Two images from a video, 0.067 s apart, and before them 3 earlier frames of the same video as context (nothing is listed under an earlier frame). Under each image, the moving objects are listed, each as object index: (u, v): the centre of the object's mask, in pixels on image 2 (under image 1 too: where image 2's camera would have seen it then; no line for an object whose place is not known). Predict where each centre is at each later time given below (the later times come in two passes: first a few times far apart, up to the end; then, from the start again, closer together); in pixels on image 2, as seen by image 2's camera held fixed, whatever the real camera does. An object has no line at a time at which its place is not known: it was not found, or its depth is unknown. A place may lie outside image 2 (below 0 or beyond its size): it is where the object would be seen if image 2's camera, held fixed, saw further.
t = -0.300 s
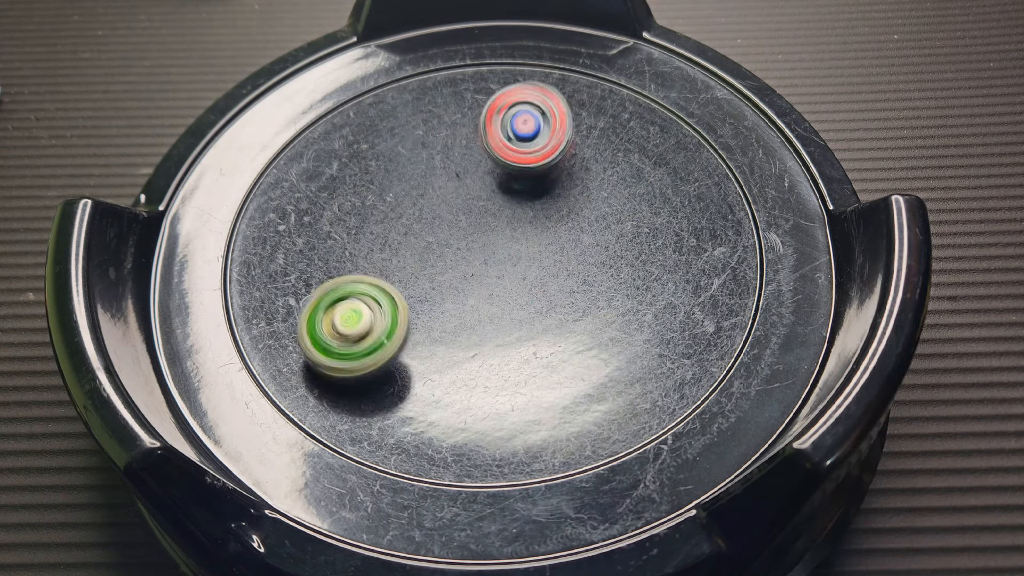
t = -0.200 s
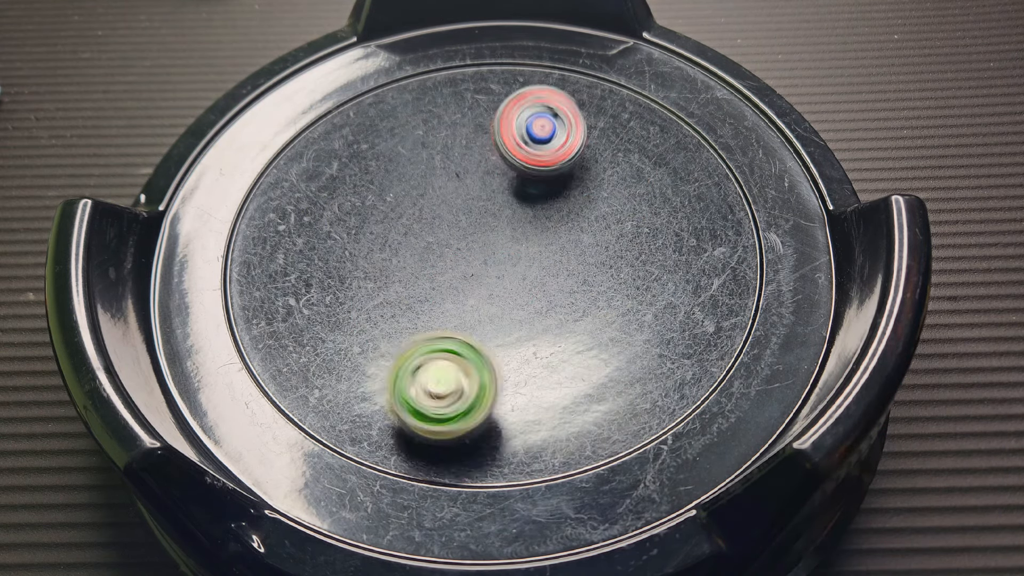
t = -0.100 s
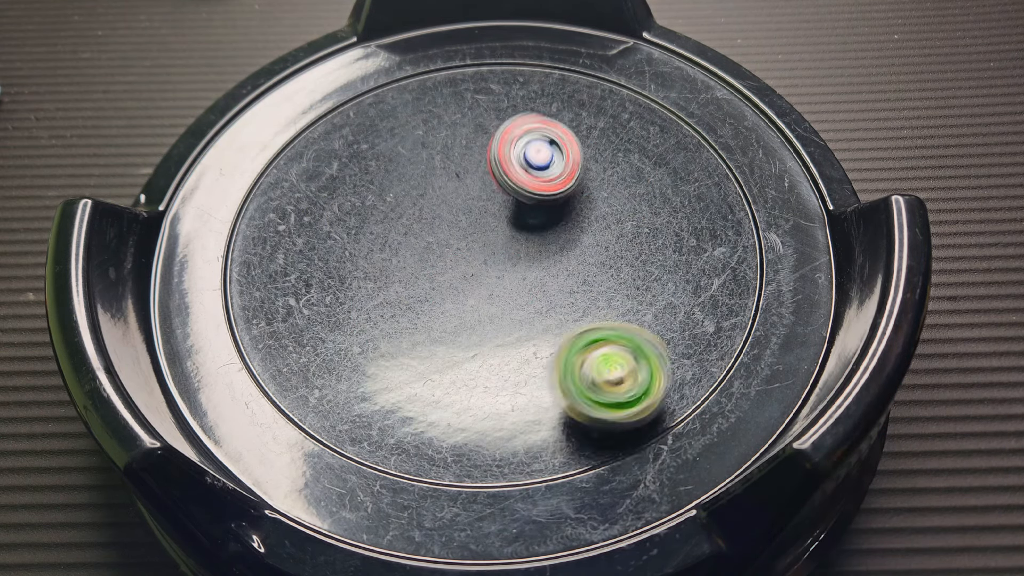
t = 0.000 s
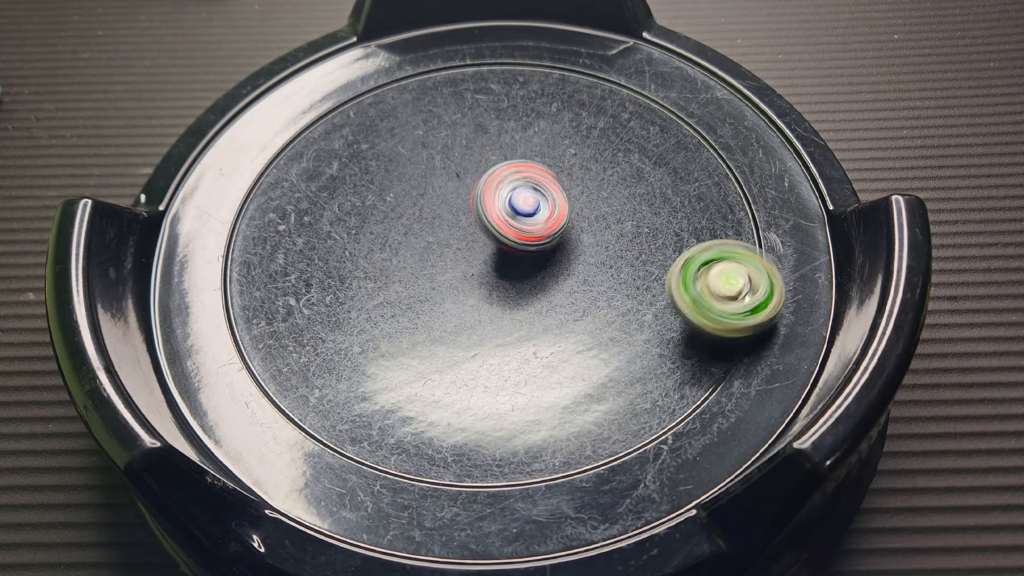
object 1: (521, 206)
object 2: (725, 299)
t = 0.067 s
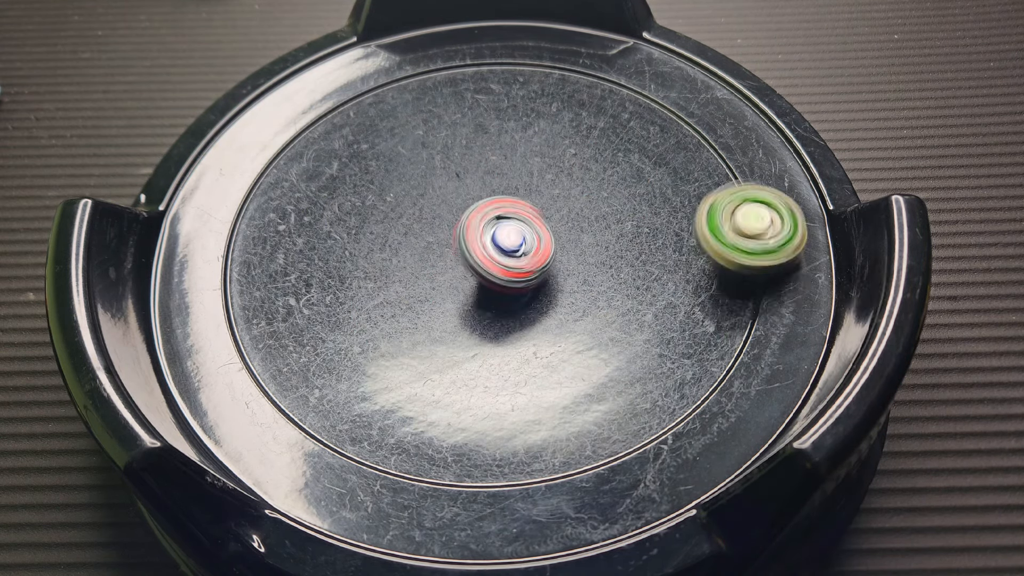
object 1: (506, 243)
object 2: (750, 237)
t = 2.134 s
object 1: (454, 291)
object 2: (552, 263)
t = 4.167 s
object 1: (541, 196)
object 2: (399, 244)
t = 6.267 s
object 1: (509, 221)
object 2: (639, 317)
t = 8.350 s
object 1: (514, 215)
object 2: (426, 286)
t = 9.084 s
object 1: (533, 245)
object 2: (435, 292)
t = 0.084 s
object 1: (500, 252)
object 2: (747, 225)
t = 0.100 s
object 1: (495, 261)
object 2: (743, 210)
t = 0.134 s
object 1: (484, 278)
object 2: (732, 187)
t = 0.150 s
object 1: (479, 285)
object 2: (725, 177)
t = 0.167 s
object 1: (474, 293)
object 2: (717, 167)
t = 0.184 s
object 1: (470, 301)
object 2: (708, 159)
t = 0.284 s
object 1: (451, 331)
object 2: (644, 127)
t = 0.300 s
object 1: (450, 334)
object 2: (631, 125)
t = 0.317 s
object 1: (450, 336)
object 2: (620, 123)
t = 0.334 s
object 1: (451, 337)
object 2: (606, 122)
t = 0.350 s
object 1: (451, 338)
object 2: (594, 122)
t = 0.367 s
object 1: (451, 337)
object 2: (580, 122)
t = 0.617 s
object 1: (480, 291)
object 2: (413, 190)
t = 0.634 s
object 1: (485, 287)
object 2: (406, 199)
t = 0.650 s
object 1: (489, 283)
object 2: (400, 207)
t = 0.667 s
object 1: (494, 279)
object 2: (395, 216)
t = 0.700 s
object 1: (505, 271)
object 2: (387, 232)
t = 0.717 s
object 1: (511, 267)
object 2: (385, 240)
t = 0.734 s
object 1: (516, 263)
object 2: (383, 247)
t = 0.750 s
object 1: (522, 258)
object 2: (383, 255)
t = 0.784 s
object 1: (532, 250)
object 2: (383, 268)
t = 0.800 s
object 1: (537, 245)
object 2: (383, 276)
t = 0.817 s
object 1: (542, 240)
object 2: (386, 281)
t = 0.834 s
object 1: (547, 235)
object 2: (388, 287)
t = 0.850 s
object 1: (551, 231)
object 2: (391, 293)
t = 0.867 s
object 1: (554, 227)
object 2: (394, 298)
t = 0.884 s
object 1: (557, 222)
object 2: (398, 303)
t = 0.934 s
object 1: (566, 209)
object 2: (408, 310)
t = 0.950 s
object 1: (568, 206)
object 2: (411, 312)
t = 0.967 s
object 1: (570, 203)
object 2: (414, 315)
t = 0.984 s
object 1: (570, 200)
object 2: (416, 316)
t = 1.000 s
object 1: (570, 198)
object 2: (419, 318)
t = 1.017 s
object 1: (570, 195)
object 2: (421, 320)
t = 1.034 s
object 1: (569, 194)
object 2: (423, 321)
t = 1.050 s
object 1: (568, 193)
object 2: (426, 327)
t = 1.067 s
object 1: (566, 192)
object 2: (428, 328)
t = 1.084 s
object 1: (564, 192)
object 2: (430, 326)
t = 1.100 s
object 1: (561, 191)
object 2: (431, 327)
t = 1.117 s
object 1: (558, 191)
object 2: (433, 328)
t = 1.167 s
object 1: (550, 192)
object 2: (439, 332)
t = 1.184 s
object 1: (546, 193)
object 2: (440, 332)
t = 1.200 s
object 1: (542, 191)
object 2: (442, 333)
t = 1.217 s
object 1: (538, 193)
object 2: (444, 333)
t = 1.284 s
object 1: (520, 195)
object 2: (453, 337)
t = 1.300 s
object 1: (515, 197)
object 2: (455, 338)
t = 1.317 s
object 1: (509, 197)
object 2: (457, 338)
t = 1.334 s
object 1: (503, 198)
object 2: (460, 338)
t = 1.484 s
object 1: (444, 210)
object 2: (482, 334)
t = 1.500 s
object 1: (437, 212)
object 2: (485, 334)
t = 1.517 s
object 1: (432, 214)
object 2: (487, 333)
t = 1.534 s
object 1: (426, 216)
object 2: (489, 332)
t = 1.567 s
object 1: (415, 221)
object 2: (493, 323)
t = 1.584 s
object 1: (409, 223)
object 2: (495, 321)
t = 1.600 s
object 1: (405, 226)
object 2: (497, 321)
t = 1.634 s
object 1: (398, 233)
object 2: (501, 318)
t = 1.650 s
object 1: (394, 236)
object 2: (503, 316)
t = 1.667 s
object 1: (391, 239)
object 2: (505, 315)
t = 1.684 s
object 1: (389, 242)
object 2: (506, 313)
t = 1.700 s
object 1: (388, 245)
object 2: (508, 319)
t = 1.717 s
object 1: (387, 249)
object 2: (510, 316)
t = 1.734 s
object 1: (387, 253)
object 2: (511, 315)
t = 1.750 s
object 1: (387, 256)
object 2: (513, 314)
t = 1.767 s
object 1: (387, 260)
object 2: (514, 312)
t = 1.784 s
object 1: (389, 263)
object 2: (516, 310)
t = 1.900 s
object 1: (409, 284)
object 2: (525, 298)
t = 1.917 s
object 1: (412, 286)
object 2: (526, 295)
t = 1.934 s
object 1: (417, 288)
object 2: (527, 292)
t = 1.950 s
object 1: (420, 291)
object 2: (530, 290)
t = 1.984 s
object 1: (421, 294)
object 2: (540, 286)
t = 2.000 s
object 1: (422, 295)
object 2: (542, 283)
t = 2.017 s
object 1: (424, 296)
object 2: (544, 281)
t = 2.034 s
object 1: (427, 296)
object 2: (545, 278)
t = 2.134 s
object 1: (454, 291)
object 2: (552, 263)
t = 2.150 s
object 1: (460, 291)
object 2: (554, 260)
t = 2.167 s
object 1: (462, 291)
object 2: (556, 256)
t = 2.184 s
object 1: (454, 293)
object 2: (570, 247)
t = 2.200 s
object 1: (448, 295)
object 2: (581, 239)
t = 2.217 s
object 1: (443, 297)
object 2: (591, 232)
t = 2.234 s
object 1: (439, 298)
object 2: (598, 224)
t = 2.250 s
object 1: (436, 299)
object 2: (604, 215)
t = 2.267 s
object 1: (435, 299)
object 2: (608, 207)
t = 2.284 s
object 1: (435, 299)
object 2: (610, 198)
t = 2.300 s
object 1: (435, 299)
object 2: (611, 190)
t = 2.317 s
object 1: (435, 298)
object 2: (611, 182)
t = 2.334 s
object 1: (436, 297)
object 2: (609, 175)
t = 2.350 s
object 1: (437, 296)
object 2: (606, 169)
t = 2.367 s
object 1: (438, 294)
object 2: (602, 164)
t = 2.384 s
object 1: (438, 292)
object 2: (598, 160)
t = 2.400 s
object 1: (439, 290)
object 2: (594, 157)
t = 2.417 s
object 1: (441, 287)
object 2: (590, 155)
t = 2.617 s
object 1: (458, 235)
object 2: (559, 151)
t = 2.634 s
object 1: (459, 230)
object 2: (557, 151)
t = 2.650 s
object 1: (459, 225)
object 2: (555, 152)
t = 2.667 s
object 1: (460, 221)
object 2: (553, 152)
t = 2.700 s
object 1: (461, 214)
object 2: (549, 154)
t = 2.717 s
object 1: (462, 211)
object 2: (547, 155)
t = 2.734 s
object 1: (462, 209)
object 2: (544, 155)
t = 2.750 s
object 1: (462, 207)
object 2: (542, 157)
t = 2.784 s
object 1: (462, 205)
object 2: (538, 158)
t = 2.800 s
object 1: (461, 204)
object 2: (536, 159)
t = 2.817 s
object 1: (461, 204)
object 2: (534, 159)
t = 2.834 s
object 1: (461, 205)
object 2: (533, 160)
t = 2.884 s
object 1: (460, 210)
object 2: (528, 162)
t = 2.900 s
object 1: (458, 214)
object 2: (527, 162)
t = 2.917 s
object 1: (455, 217)
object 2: (525, 164)
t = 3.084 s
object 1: (438, 238)
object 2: (504, 178)
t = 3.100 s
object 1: (437, 240)
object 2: (502, 179)
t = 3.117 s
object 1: (436, 241)
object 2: (500, 181)
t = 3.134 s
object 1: (436, 243)
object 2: (498, 182)
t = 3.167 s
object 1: (437, 245)
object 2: (493, 186)
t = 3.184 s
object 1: (437, 247)
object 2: (491, 187)
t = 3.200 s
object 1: (435, 248)
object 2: (491, 188)
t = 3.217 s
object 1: (433, 251)
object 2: (491, 189)
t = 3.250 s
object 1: (433, 253)
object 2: (490, 192)
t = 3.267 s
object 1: (434, 253)
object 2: (489, 193)
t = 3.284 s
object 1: (435, 254)
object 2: (487, 194)
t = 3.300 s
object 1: (434, 258)
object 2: (487, 194)
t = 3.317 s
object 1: (432, 262)
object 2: (488, 193)
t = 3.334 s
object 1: (431, 266)
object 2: (487, 192)
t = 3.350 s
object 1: (431, 269)
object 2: (487, 194)
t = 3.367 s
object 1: (432, 272)
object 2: (486, 194)
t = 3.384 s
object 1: (433, 273)
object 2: (485, 195)
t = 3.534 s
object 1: (466, 277)
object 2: (470, 200)
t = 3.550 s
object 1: (471, 276)
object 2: (468, 200)
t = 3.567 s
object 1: (476, 275)
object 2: (466, 202)
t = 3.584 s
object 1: (482, 276)
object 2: (464, 203)
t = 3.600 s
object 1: (488, 278)
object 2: (461, 203)
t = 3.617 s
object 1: (493, 281)
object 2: (459, 204)
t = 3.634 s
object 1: (500, 281)
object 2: (457, 205)
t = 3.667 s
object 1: (510, 281)
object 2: (454, 208)
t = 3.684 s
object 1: (514, 280)
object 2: (453, 210)
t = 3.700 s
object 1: (518, 278)
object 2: (451, 211)
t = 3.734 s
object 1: (525, 274)
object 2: (448, 213)
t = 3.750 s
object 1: (528, 271)
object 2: (446, 214)
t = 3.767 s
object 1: (530, 269)
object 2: (444, 215)
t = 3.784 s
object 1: (533, 265)
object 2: (443, 216)
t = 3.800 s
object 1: (536, 262)
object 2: (442, 217)
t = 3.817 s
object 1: (538, 259)
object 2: (441, 219)
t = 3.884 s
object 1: (543, 245)
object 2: (436, 224)
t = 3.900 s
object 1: (544, 241)
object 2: (436, 225)
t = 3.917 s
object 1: (545, 238)
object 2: (434, 226)
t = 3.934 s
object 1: (545, 234)
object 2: (434, 227)
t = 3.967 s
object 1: (543, 228)
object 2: (432, 229)
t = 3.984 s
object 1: (543, 224)
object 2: (431, 231)
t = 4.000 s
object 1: (542, 221)
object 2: (431, 232)
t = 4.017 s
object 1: (540, 218)
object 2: (430, 233)
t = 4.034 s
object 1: (538, 215)
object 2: (430, 234)
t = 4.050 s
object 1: (536, 212)
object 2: (430, 235)
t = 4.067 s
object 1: (534, 210)
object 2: (429, 236)
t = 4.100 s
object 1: (528, 206)
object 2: (428, 239)
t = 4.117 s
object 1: (525, 205)
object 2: (428, 240)
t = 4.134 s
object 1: (528, 202)
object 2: (420, 241)
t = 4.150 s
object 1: (535, 198)
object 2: (408, 242)
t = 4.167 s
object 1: (541, 196)
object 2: (399, 244)
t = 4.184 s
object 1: (546, 195)
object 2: (391, 245)
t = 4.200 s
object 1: (550, 195)
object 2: (387, 247)
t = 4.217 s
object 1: (552, 196)
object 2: (384, 248)
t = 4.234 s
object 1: (554, 196)
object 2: (384, 250)
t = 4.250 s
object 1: (554, 197)
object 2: (383, 251)
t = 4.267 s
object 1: (555, 198)
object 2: (382, 253)
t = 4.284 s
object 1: (555, 199)
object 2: (382, 254)
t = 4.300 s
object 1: (555, 202)
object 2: (381, 255)
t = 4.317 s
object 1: (554, 203)
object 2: (381, 257)
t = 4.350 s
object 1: (552, 207)
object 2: (381, 259)
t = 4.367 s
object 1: (551, 209)
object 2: (381, 261)
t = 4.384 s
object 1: (548, 212)
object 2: (381, 262)
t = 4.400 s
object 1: (545, 214)
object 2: (381, 263)
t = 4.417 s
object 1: (542, 217)
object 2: (382, 264)
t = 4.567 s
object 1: (503, 255)
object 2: (391, 273)
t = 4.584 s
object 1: (499, 260)
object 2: (393, 275)
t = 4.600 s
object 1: (495, 263)
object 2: (394, 275)
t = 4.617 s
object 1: (500, 268)
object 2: (387, 274)
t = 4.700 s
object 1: (570, 291)
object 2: (321, 257)
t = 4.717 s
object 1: (579, 295)
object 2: (316, 256)
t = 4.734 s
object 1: (587, 298)
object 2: (314, 256)
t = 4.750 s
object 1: (592, 302)
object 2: (312, 256)
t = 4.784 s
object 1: (601, 310)
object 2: (309, 256)
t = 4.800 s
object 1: (604, 315)
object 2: (309, 256)
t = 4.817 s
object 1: (608, 319)
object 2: (309, 257)
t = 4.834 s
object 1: (610, 322)
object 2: (309, 257)
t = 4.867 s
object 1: (614, 327)
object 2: (310, 257)
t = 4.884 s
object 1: (615, 328)
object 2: (311, 257)
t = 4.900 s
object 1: (615, 328)
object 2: (312, 257)
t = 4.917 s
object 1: (615, 328)
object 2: (314, 258)
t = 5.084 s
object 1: (568, 304)
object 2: (338, 260)
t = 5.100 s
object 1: (562, 300)
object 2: (341, 260)
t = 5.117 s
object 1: (556, 297)
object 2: (344, 260)
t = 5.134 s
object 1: (551, 292)
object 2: (347, 260)
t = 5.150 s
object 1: (545, 287)
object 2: (349, 260)
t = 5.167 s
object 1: (541, 282)
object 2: (353, 261)
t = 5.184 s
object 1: (537, 276)
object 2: (357, 261)
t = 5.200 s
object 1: (534, 269)
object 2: (361, 262)
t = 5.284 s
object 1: (521, 236)
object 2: (395, 264)
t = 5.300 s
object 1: (518, 229)
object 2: (406, 263)
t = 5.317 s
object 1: (516, 223)
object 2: (418, 262)
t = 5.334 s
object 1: (516, 215)
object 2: (425, 263)
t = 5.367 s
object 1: (520, 200)
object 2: (436, 264)
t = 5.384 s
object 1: (520, 193)
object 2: (443, 264)
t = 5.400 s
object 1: (520, 188)
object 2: (450, 264)
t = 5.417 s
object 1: (518, 182)
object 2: (458, 262)
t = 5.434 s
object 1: (518, 179)
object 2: (465, 261)
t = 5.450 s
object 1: (515, 174)
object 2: (472, 260)
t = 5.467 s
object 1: (515, 168)
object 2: (474, 264)
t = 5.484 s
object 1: (518, 163)
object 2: (477, 267)
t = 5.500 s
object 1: (519, 157)
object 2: (480, 269)
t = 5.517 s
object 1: (520, 154)
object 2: (484, 271)
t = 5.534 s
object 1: (521, 151)
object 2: (488, 272)
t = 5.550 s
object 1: (521, 151)
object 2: (491, 272)
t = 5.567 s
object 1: (522, 151)
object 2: (494, 272)
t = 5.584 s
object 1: (521, 152)
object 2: (498, 273)
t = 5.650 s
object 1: (519, 160)
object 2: (510, 274)
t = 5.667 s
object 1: (518, 163)
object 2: (513, 274)
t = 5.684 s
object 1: (518, 168)
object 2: (515, 274)
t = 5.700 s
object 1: (515, 171)
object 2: (518, 272)
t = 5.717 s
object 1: (513, 175)
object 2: (521, 275)
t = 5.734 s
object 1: (510, 178)
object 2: (522, 273)
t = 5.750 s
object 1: (506, 181)
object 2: (525, 276)
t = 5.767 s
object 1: (498, 174)
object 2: (532, 288)
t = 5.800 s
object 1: (484, 161)
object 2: (547, 312)
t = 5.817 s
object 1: (478, 154)
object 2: (556, 323)
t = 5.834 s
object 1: (471, 150)
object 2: (564, 331)
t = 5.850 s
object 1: (465, 148)
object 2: (573, 337)
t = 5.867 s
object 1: (459, 147)
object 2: (583, 342)
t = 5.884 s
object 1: (455, 149)
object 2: (593, 345)
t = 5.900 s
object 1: (452, 150)
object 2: (604, 342)
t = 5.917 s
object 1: (448, 150)
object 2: (613, 347)
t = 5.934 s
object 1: (446, 152)
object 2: (622, 348)
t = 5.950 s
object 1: (446, 155)
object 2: (630, 347)
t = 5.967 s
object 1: (446, 159)
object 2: (637, 341)
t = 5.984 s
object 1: (447, 162)
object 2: (644, 339)
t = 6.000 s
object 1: (447, 165)
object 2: (648, 344)
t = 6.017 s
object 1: (448, 168)
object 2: (651, 342)
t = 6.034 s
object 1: (450, 170)
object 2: (652, 340)
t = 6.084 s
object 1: (458, 179)
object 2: (654, 336)
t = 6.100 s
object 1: (461, 183)
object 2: (654, 335)
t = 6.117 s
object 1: (464, 186)
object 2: (654, 334)
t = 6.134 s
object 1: (467, 190)
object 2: (653, 332)
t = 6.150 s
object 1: (471, 194)
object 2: (653, 331)
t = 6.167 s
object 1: (476, 198)
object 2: (651, 330)
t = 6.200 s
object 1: (485, 206)
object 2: (648, 329)
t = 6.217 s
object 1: (491, 210)
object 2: (646, 327)
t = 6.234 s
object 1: (497, 214)
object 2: (643, 325)
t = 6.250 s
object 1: (503, 218)
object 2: (641, 314)
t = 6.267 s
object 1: (509, 221)
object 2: (639, 317)
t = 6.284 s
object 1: (516, 225)
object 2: (637, 321)
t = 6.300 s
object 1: (521, 228)
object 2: (634, 314)
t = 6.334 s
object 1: (531, 234)
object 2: (630, 316)
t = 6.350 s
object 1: (536, 236)
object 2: (627, 303)
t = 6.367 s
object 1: (540, 238)
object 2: (625, 314)
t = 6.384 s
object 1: (545, 240)
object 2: (623, 311)
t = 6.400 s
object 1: (549, 240)
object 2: (623, 310)
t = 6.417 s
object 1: (548, 238)
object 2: (623, 310)
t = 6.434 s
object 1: (548, 237)
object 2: (622, 299)
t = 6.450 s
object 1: (547, 235)
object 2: (620, 298)
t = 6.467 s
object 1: (544, 234)
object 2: (617, 307)
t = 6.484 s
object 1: (542, 234)
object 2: (614, 294)
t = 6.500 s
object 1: (539, 234)
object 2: (612, 303)
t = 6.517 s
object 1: (535, 233)
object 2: (608, 300)
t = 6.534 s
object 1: (531, 232)
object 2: (605, 287)
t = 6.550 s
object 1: (528, 231)
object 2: (602, 294)
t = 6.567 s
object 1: (518, 226)
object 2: (605, 286)
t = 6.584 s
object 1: (504, 217)
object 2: (615, 288)
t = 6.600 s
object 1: (490, 209)
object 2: (621, 294)
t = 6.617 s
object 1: (478, 203)
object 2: (626, 295)
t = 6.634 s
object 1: (468, 197)
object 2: (628, 298)
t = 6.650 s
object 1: (458, 191)
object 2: (628, 299)
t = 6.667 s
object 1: (450, 186)
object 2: (628, 300)
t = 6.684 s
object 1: (443, 182)
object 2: (626, 301)
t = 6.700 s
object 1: (437, 176)
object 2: (624, 298)
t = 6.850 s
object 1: (397, 146)
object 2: (616, 289)
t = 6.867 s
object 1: (394, 145)
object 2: (615, 288)
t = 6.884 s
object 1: (391, 145)
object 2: (614, 285)
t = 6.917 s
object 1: (385, 146)
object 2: (612, 284)
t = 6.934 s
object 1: (384, 147)
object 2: (611, 281)
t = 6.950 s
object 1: (382, 150)
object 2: (609, 281)
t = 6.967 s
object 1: (382, 153)
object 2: (608, 279)
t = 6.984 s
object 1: (381, 156)
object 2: (606, 277)
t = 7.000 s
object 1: (381, 158)
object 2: (603, 274)
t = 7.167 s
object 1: (396, 205)
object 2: (543, 239)
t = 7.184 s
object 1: (402, 212)
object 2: (534, 233)
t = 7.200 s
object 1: (408, 218)
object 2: (525, 228)
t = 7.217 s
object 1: (412, 223)
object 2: (515, 234)
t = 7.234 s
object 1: (410, 229)
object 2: (513, 224)
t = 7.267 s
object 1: (402, 239)
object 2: (515, 219)
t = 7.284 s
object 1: (399, 247)
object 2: (514, 215)
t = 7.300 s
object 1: (397, 252)
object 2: (511, 212)
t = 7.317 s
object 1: (399, 259)
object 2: (508, 208)
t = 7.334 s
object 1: (404, 263)
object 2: (504, 206)
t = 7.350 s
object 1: (409, 267)
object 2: (501, 204)
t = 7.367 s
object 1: (416, 272)
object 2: (498, 203)
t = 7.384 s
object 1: (425, 275)
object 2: (496, 202)
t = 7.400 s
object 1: (432, 278)
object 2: (493, 201)
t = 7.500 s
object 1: (472, 281)
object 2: (483, 195)
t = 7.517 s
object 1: (480, 281)
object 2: (482, 195)
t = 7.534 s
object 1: (487, 278)
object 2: (481, 195)
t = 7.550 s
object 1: (494, 276)
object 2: (481, 195)
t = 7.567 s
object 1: (501, 274)
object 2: (480, 194)
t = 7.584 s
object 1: (508, 271)
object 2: (478, 193)
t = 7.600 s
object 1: (514, 268)
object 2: (477, 194)
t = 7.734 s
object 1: (554, 234)
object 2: (473, 194)
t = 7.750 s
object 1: (559, 229)
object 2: (473, 194)
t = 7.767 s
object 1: (561, 225)
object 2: (472, 195)
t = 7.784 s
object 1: (563, 220)
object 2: (472, 195)
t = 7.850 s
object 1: (569, 204)
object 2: (470, 197)
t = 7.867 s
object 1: (571, 200)
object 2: (469, 197)
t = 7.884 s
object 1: (571, 195)
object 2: (468, 198)
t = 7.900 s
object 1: (571, 192)
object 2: (468, 198)
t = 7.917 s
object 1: (571, 189)
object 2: (468, 199)
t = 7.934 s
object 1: (570, 183)
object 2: (468, 199)
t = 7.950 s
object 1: (569, 182)
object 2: (467, 200)
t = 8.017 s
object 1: (559, 171)
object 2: (463, 205)
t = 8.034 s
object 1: (560, 168)
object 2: (456, 207)
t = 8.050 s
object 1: (561, 168)
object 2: (452, 209)
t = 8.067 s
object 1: (559, 167)
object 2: (448, 213)
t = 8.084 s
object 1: (556, 166)
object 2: (445, 216)
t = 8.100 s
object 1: (554, 166)
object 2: (442, 220)
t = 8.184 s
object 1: (537, 175)
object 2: (432, 243)
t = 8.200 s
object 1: (532, 179)
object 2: (430, 248)
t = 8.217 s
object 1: (527, 182)
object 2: (430, 254)
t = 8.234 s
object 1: (522, 187)
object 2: (431, 257)
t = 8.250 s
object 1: (518, 192)
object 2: (430, 263)
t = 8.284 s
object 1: (513, 202)
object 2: (430, 272)
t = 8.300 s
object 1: (510, 207)
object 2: (432, 275)
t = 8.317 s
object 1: (509, 210)
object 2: (430, 279)
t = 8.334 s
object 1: (513, 214)
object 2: (428, 280)
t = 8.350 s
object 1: (514, 215)
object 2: (426, 286)
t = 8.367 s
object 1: (515, 219)
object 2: (427, 289)
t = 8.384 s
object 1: (515, 224)
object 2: (428, 292)
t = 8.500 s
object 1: (524, 249)
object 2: (433, 296)
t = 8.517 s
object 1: (526, 252)
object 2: (433, 295)
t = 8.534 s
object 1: (528, 254)
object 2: (434, 299)
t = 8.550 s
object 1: (530, 256)
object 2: (433, 296)
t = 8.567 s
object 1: (534, 258)
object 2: (434, 295)
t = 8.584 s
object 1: (535, 258)
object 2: (433, 296)
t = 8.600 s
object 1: (537, 259)
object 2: (434, 296)
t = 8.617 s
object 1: (539, 260)
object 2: (435, 296)
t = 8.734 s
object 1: (540, 258)
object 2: (438, 296)
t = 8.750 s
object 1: (539, 257)
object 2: (439, 295)
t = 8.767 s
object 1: (540, 256)
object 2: (438, 295)
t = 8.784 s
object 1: (541, 255)
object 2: (439, 294)
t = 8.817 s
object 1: (543, 254)
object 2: (438, 294)
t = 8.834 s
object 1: (544, 254)
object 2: (437, 294)
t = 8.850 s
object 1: (544, 253)
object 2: (437, 294)
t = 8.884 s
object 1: (543, 250)
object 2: (439, 292)
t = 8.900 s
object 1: (542, 252)
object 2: (441, 292)
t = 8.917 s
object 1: (541, 252)
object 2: (441, 292)
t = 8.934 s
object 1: (543, 249)
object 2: (435, 293)
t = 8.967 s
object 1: (543, 244)
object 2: (430, 292)
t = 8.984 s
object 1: (543, 243)
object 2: (430, 292)
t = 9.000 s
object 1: (541, 242)
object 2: (431, 292)
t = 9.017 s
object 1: (539, 241)
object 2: (432, 292)
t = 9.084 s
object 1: (533, 245)
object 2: (435, 292)
